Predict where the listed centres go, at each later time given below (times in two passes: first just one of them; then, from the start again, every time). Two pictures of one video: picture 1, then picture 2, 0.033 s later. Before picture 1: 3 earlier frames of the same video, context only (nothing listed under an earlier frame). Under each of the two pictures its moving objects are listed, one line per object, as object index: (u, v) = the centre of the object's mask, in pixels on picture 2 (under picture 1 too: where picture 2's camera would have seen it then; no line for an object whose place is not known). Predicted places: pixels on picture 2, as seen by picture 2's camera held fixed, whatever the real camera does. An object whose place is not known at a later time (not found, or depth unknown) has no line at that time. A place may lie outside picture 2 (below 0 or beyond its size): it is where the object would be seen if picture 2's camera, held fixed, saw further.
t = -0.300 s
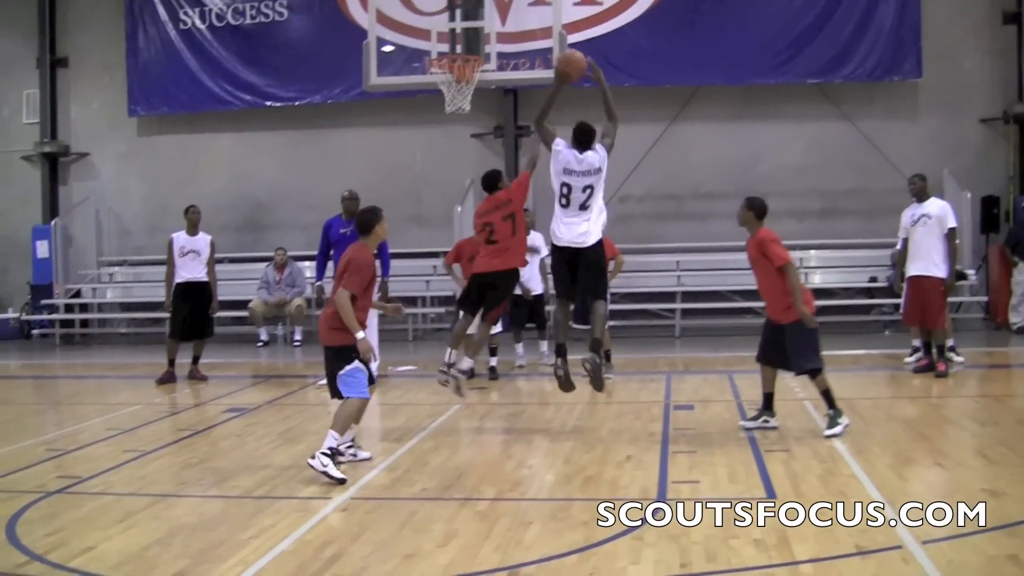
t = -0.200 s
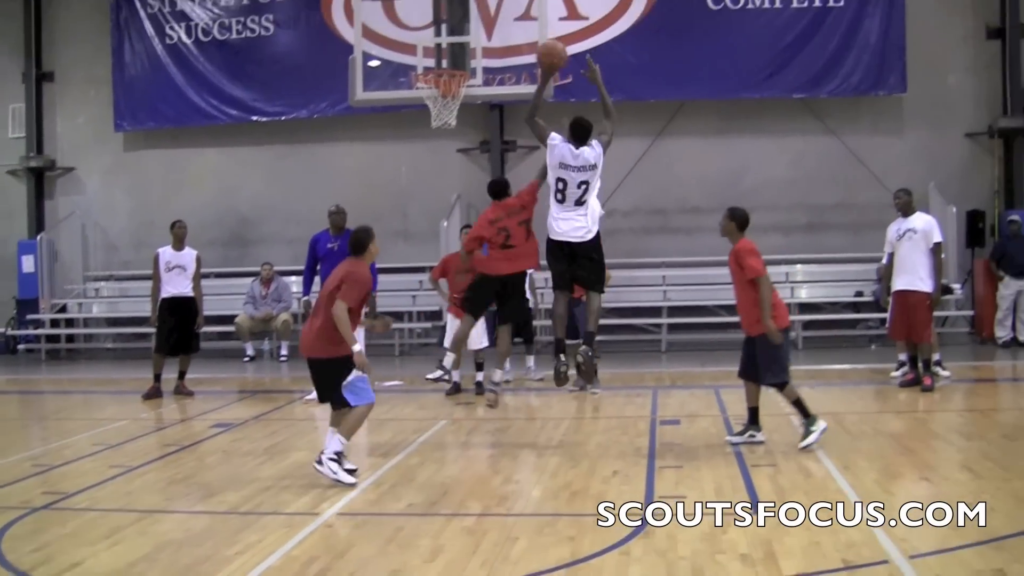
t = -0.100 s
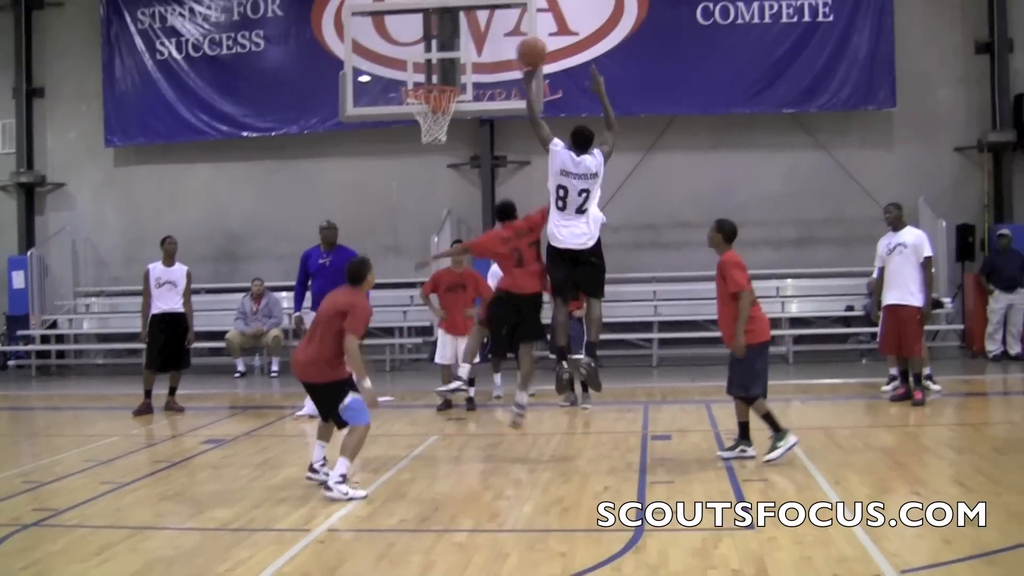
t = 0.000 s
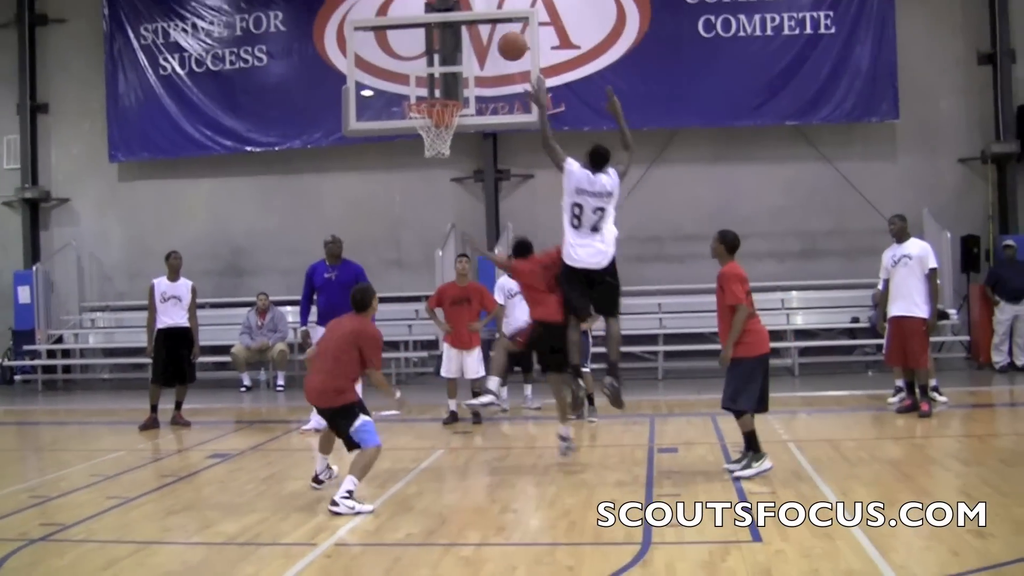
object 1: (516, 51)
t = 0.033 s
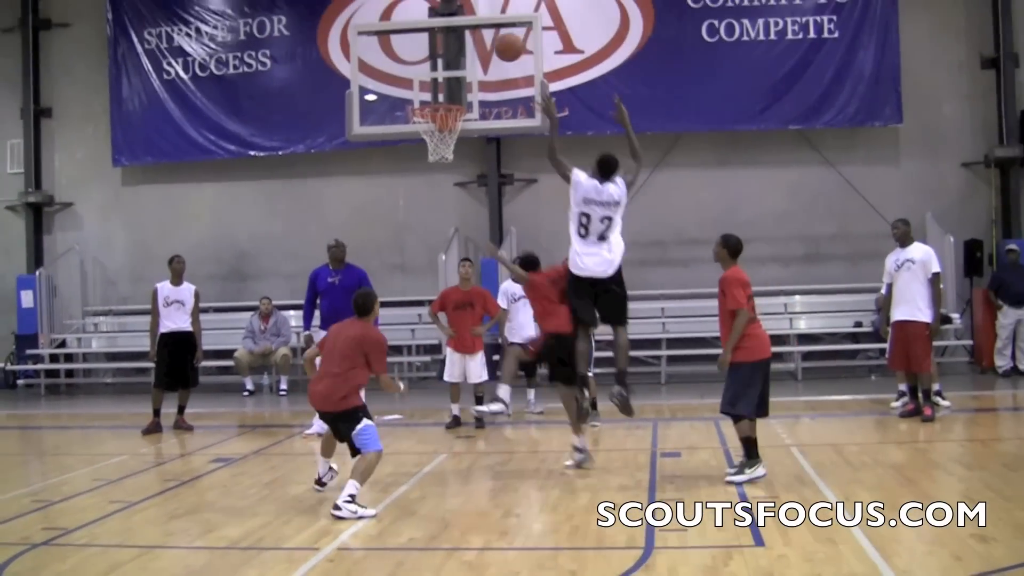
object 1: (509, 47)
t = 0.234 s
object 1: (470, 54)
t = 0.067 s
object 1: (502, 45)
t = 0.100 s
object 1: (495, 44)
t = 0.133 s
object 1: (489, 45)
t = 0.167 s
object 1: (483, 46)
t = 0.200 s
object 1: (476, 49)
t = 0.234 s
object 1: (470, 54)
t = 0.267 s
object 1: (464, 59)
